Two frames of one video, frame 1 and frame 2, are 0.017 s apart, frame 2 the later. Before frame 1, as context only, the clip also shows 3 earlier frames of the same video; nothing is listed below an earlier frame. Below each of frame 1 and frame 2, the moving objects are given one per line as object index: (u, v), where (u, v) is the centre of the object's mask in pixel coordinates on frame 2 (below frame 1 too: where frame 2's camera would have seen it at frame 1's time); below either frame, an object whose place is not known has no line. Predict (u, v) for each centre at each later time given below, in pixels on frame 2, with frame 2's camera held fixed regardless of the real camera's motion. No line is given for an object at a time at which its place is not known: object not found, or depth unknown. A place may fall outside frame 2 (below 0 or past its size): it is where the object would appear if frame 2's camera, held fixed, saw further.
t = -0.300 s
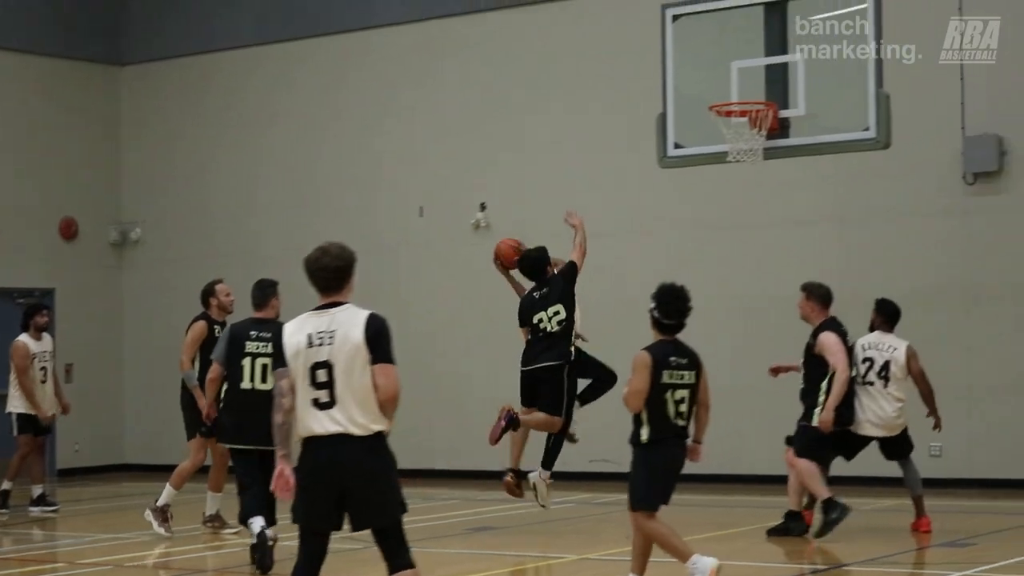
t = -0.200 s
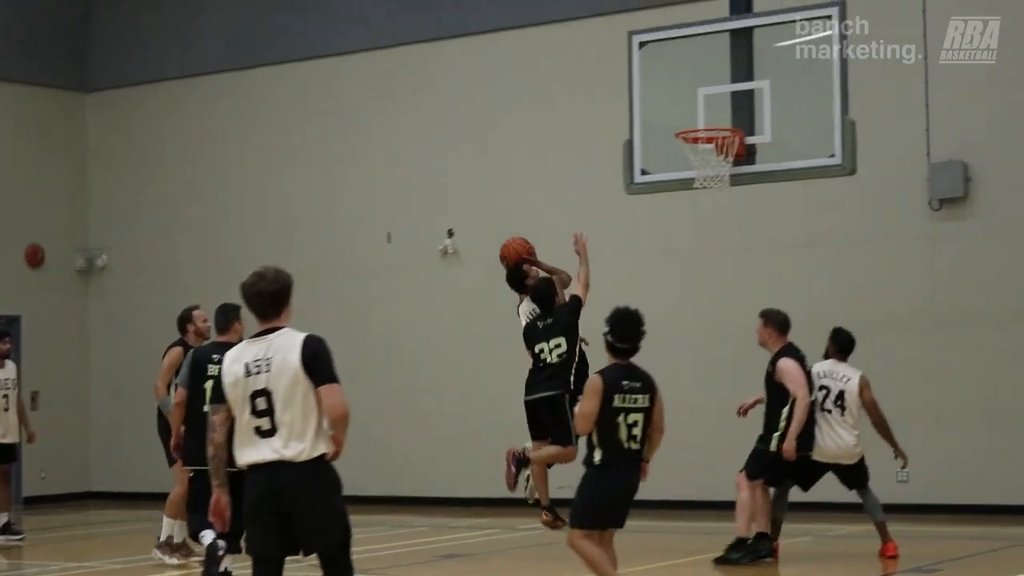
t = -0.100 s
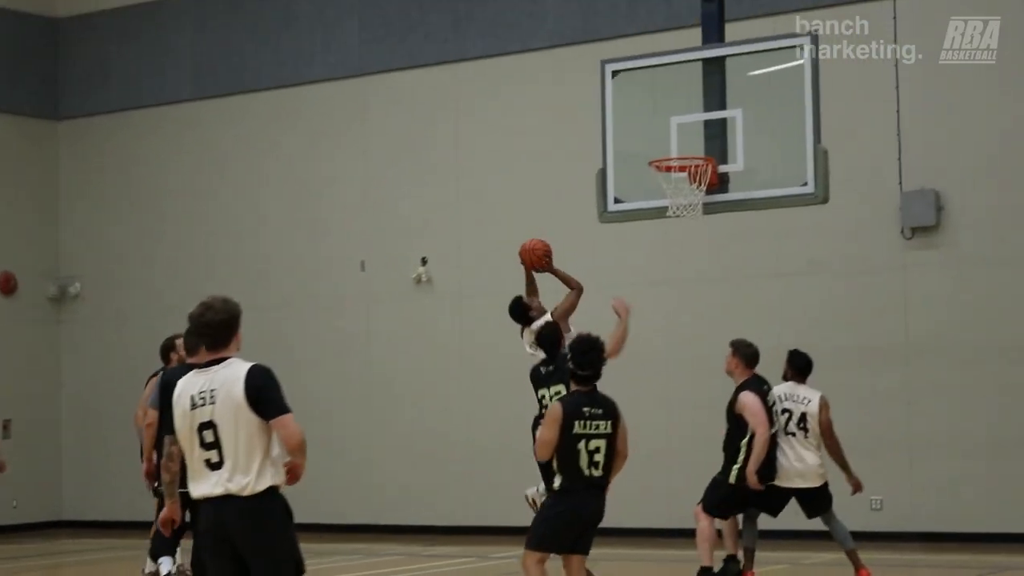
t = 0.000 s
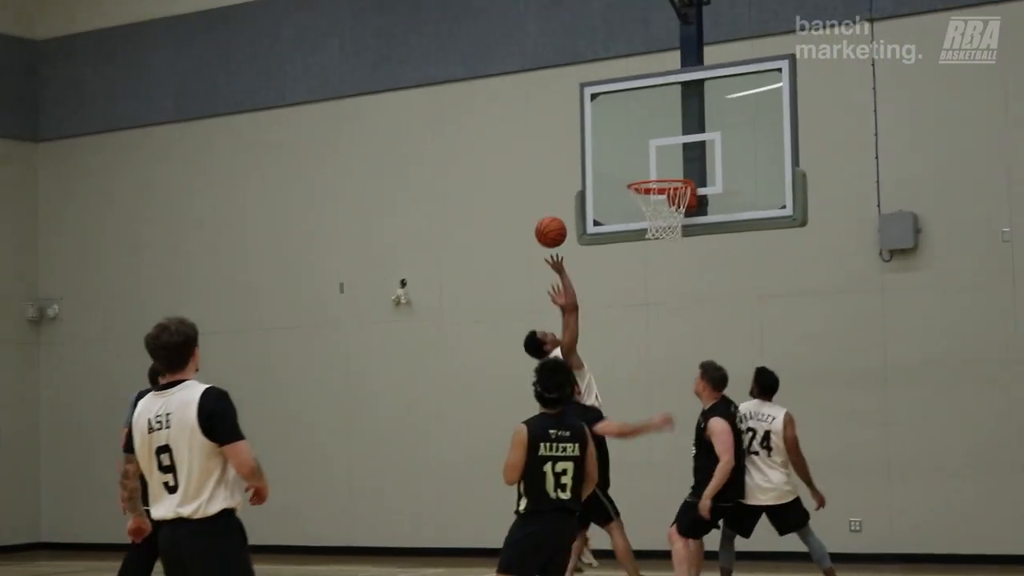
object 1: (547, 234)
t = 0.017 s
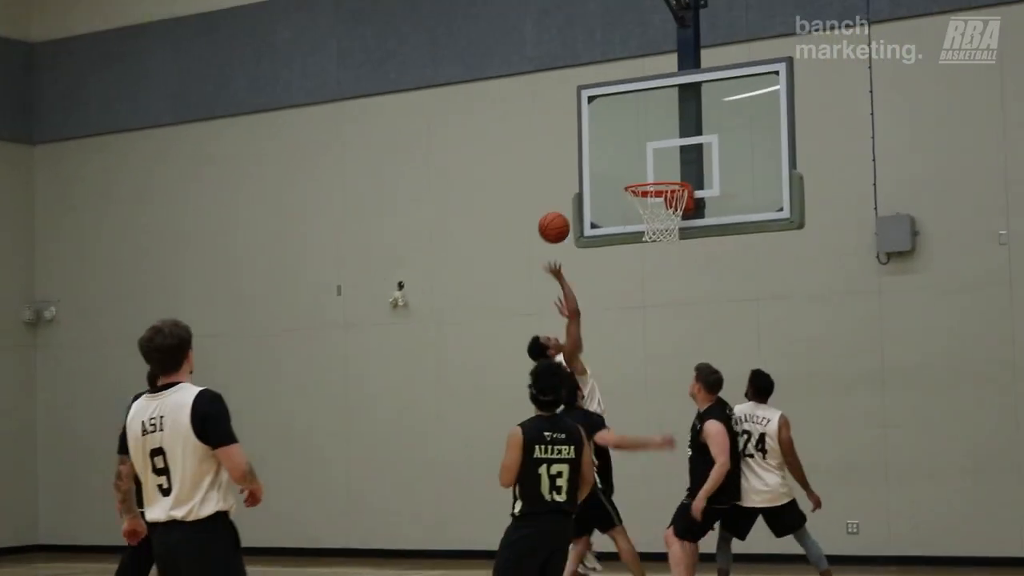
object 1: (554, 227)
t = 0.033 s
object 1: (560, 221)
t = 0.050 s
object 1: (566, 214)
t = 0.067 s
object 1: (572, 208)
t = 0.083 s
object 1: (578, 203)
